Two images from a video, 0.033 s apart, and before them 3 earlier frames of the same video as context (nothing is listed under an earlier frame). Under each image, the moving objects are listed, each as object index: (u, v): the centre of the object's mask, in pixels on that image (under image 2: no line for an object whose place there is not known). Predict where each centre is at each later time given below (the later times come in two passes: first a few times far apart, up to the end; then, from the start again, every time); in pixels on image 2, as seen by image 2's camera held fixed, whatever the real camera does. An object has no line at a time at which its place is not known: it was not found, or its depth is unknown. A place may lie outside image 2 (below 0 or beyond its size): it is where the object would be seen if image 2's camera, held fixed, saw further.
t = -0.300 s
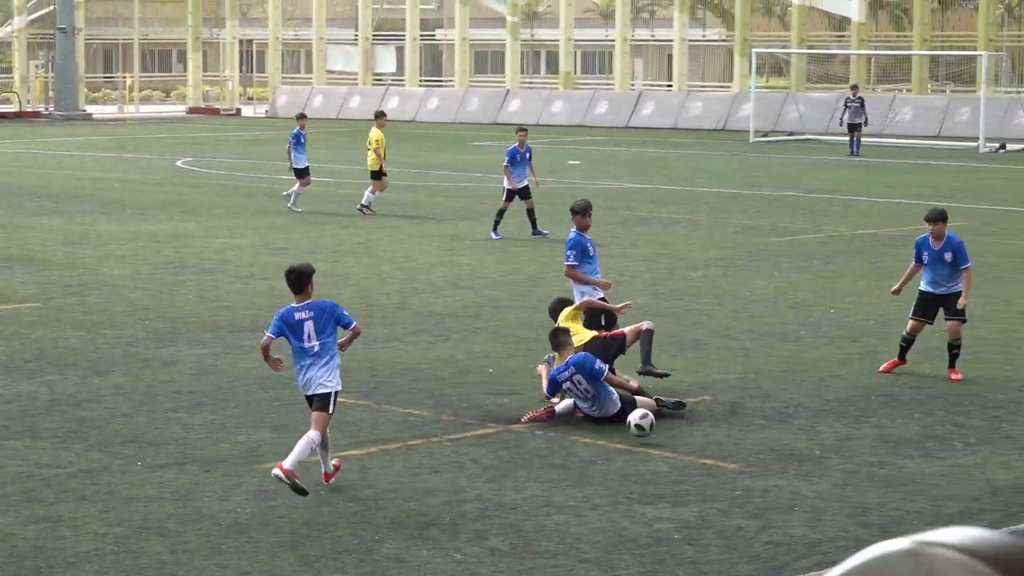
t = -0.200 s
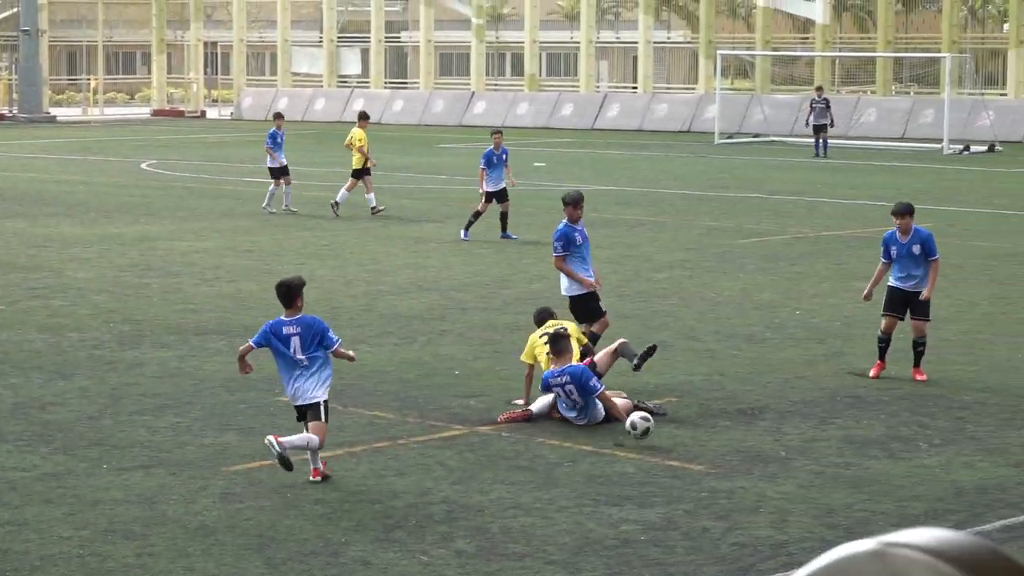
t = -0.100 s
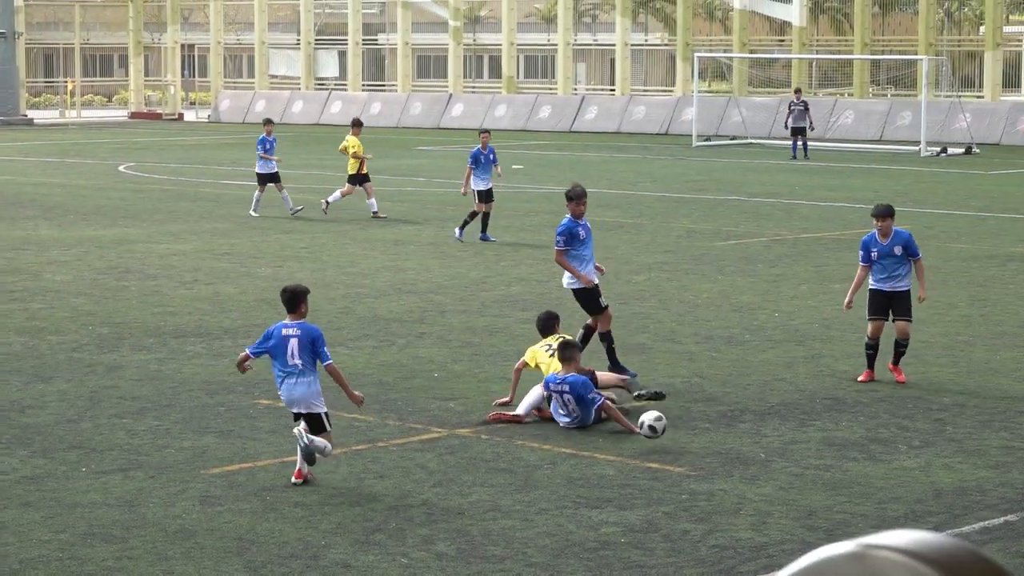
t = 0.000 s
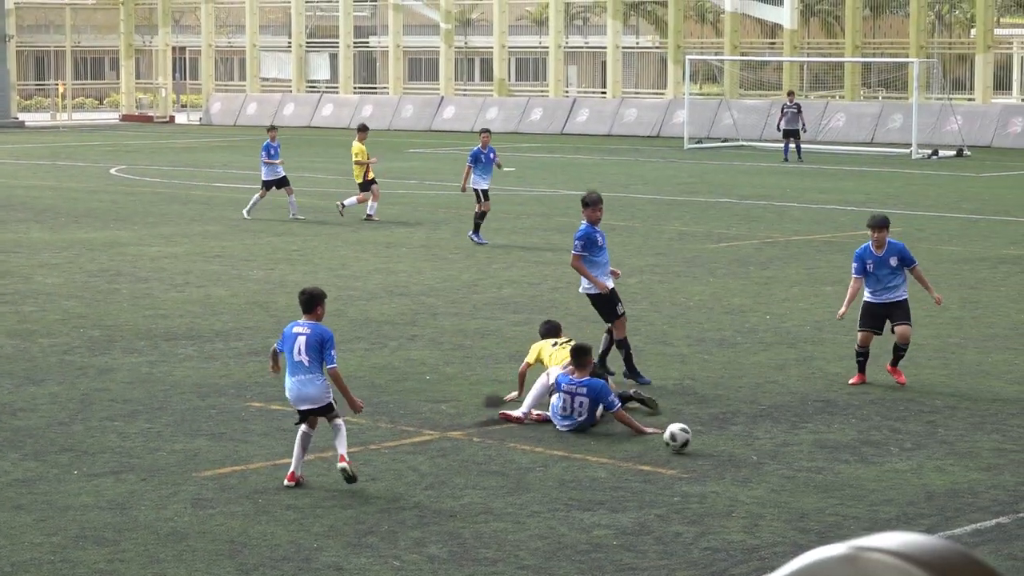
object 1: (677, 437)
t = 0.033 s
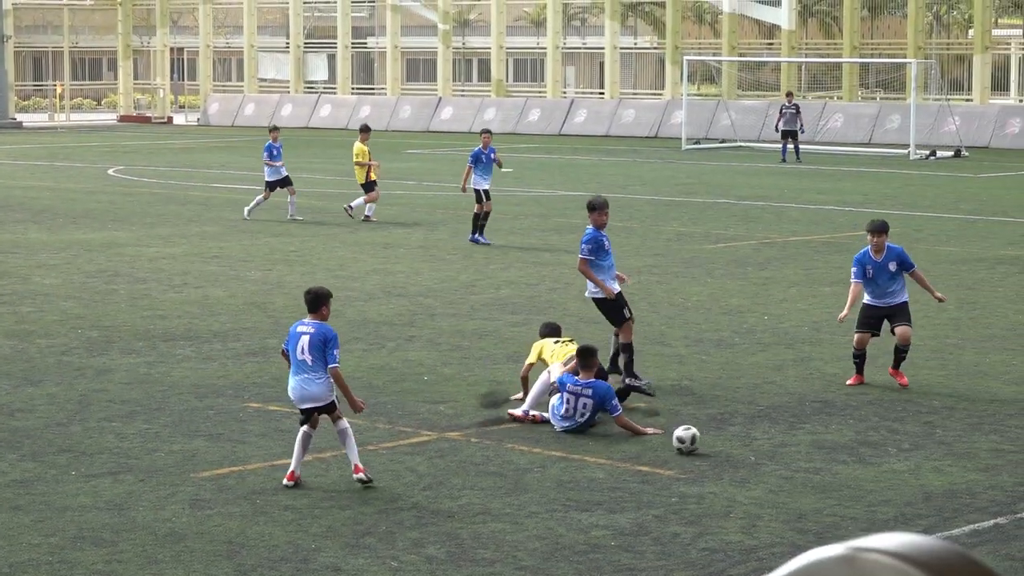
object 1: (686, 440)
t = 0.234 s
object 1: (751, 439)
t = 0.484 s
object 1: (832, 442)
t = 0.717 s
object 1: (905, 446)
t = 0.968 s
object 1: (980, 448)
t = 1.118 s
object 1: (1025, 449)
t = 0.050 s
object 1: (691, 438)
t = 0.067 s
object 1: (697, 437)
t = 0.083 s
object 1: (702, 437)
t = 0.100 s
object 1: (708, 437)
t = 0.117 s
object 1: (713, 437)
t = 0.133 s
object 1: (718, 438)
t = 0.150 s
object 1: (724, 439)
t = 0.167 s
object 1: (729, 440)
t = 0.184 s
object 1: (735, 441)
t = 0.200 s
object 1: (740, 440)
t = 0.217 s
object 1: (746, 440)
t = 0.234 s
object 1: (751, 439)
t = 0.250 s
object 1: (757, 439)
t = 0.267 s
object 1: (762, 440)
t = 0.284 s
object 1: (768, 440)
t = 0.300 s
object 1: (773, 442)
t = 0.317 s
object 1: (779, 442)
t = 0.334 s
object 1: (784, 441)
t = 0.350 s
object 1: (789, 442)
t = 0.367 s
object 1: (795, 442)
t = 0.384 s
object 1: (800, 442)
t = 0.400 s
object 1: (805, 442)
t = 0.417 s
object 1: (811, 442)
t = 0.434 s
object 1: (816, 442)
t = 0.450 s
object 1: (821, 442)
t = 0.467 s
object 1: (826, 443)
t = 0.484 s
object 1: (832, 442)
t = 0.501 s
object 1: (837, 442)
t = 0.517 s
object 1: (842, 442)
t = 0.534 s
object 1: (847, 443)
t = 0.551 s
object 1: (852, 444)
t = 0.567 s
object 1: (857, 444)
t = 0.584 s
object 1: (863, 443)
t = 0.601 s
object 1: (868, 443)
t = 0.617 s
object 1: (873, 444)
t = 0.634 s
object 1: (879, 444)
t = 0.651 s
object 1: (884, 445)
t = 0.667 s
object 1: (889, 445)
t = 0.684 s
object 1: (895, 445)
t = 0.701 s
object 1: (900, 445)
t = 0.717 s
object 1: (905, 446)
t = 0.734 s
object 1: (910, 445)
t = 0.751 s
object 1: (915, 445)
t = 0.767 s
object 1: (920, 446)
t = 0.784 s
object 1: (925, 446)
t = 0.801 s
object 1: (930, 447)
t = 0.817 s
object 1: (935, 447)
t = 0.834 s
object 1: (940, 447)
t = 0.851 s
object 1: (945, 447)
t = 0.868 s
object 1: (950, 448)
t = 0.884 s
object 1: (955, 447)
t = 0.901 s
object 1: (960, 447)
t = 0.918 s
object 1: (966, 448)
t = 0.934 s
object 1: (970, 448)
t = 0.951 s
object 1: (975, 448)
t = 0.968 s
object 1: (980, 448)
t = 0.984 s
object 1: (985, 448)
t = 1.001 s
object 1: (990, 449)
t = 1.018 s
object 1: (995, 449)
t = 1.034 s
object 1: (1000, 449)
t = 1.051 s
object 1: (1005, 449)
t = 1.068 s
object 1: (1010, 449)
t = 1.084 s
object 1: (1015, 449)
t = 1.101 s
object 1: (1020, 449)
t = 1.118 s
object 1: (1025, 449)
